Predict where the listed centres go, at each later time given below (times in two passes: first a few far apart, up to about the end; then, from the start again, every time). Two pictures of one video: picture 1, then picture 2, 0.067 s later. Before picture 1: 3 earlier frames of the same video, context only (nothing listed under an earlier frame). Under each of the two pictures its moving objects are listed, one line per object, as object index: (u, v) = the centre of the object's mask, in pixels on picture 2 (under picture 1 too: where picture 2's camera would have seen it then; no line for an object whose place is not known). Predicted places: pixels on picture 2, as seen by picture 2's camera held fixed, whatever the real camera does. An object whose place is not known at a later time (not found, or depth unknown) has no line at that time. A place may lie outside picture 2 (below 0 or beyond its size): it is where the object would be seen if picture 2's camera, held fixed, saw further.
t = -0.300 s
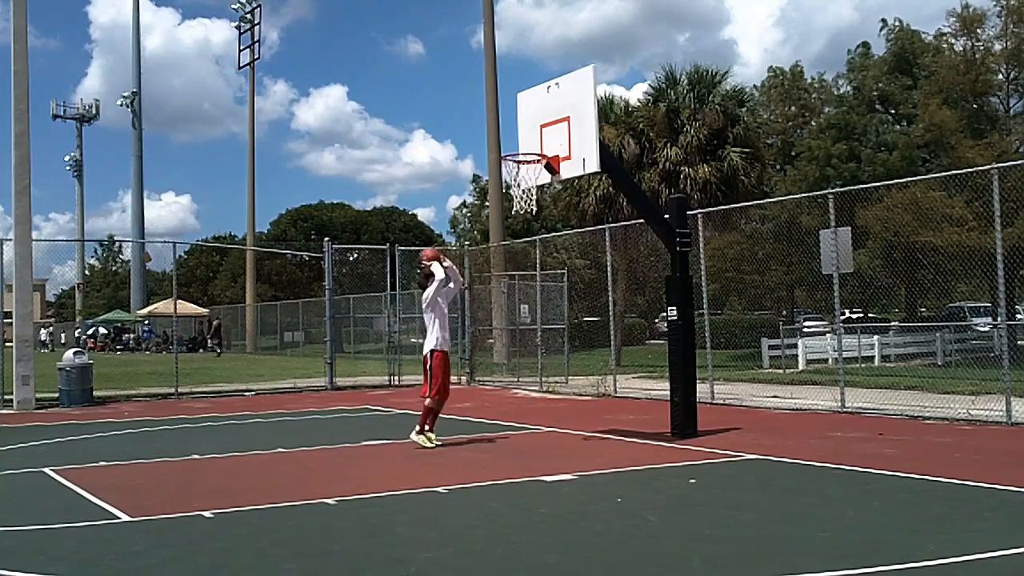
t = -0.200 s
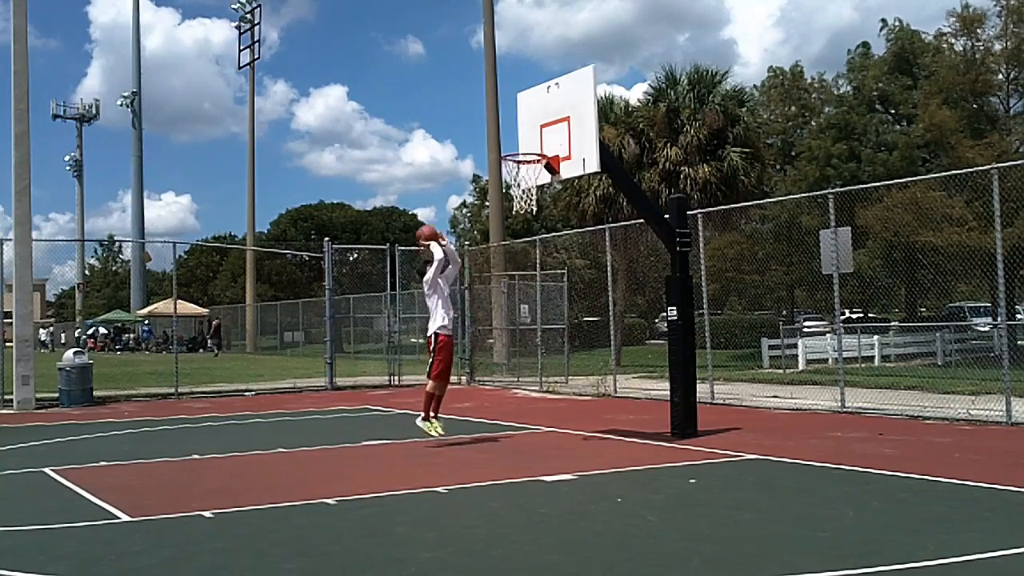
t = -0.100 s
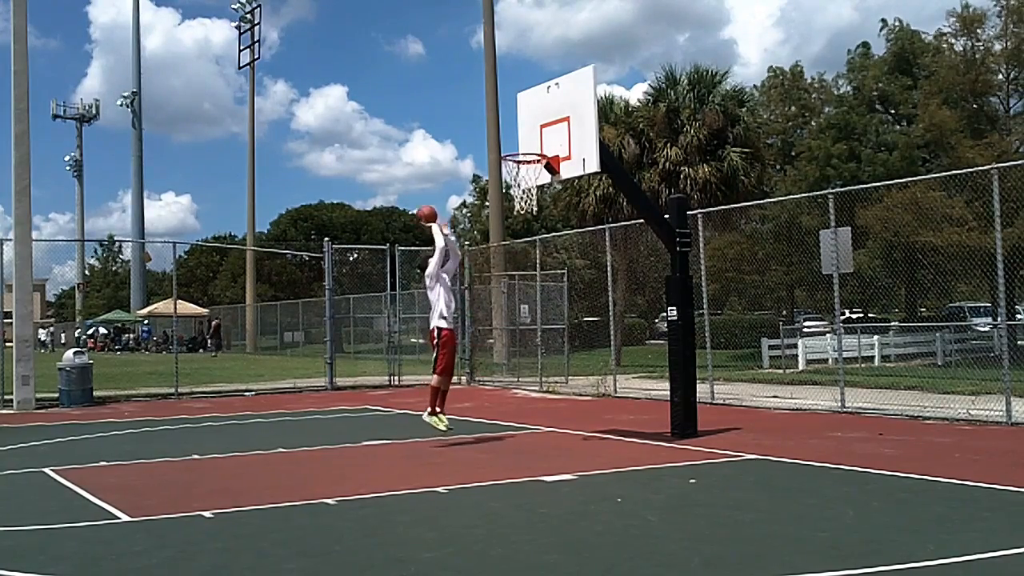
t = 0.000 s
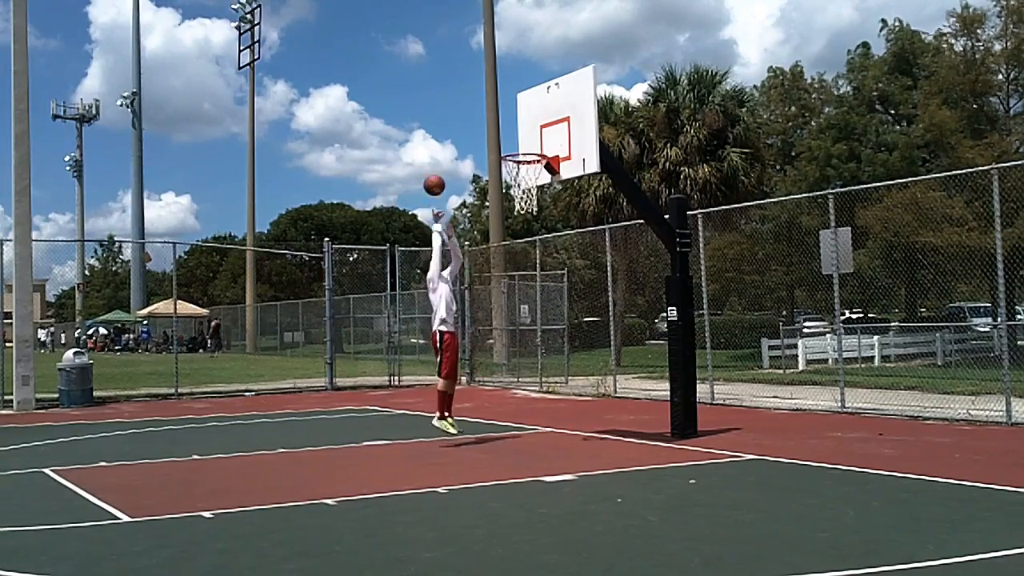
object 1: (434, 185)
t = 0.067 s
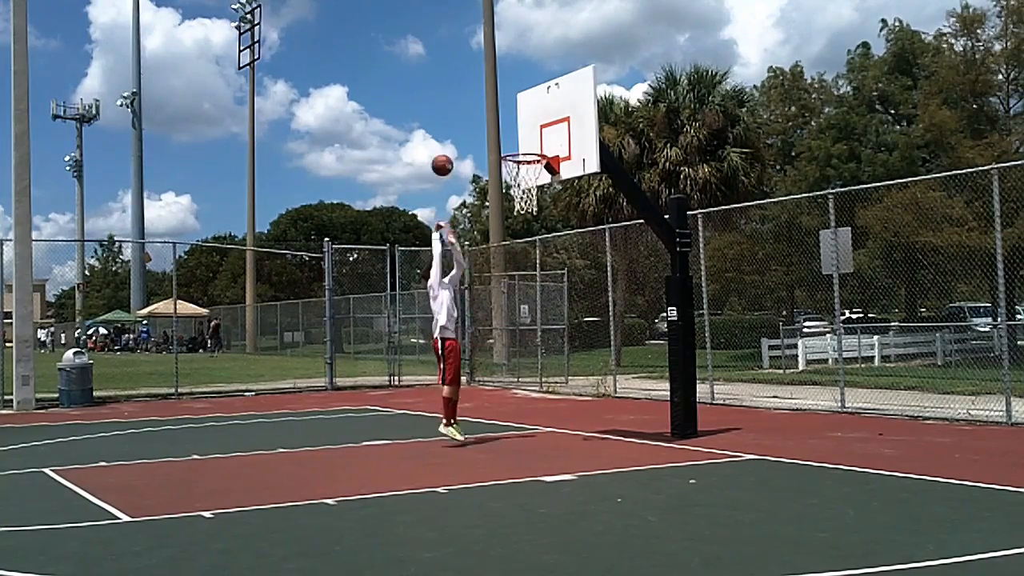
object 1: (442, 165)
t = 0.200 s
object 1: (458, 138)
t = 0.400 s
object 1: (484, 125)
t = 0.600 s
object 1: (512, 147)
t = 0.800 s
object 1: (535, 192)
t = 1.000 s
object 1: (546, 244)
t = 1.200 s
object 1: (560, 334)
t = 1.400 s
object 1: (570, 424)
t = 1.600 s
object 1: (564, 335)
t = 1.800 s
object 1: (558, 283)
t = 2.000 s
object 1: (553, 270)
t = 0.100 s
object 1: (446, 156)
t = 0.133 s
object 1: (450, 149)
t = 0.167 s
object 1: (454, 143)
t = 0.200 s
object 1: (458, 138)
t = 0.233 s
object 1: (462, 133)
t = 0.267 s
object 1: (467, 129)
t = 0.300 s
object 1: (471, 126)
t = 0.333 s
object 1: (475, 125)
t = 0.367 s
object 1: (480, 125)
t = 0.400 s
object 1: (484, 125)
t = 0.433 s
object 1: (489, 126)
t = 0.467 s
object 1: (494, 129)
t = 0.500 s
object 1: (498, 132)
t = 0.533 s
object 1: (503, 137)
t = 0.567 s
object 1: (508, 143)
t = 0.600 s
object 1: (512, 147)
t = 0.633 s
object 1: (516, 157)
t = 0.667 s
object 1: (522, 166)
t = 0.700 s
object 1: (526, 174)
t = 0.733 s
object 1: (529, 182)
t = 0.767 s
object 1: (531, 187)
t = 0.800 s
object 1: (535, 192)
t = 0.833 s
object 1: (537, 200)
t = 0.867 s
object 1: (539, 206)
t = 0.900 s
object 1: (540, 213)
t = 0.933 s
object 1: (542, 221)
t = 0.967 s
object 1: (544, 232)
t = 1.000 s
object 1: (546, 244)
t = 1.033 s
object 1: (549, 255)
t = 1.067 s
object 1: (550, 269)
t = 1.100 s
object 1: (553, 284)
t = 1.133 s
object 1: (554, 299)
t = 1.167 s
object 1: (557, 316)
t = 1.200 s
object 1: (560, 334)
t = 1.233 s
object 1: (561, 352)
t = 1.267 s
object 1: (564, 372)
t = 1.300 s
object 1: (566, 393)
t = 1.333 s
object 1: (568, 415)
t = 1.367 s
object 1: (571, 439)
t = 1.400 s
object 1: (570, 424)
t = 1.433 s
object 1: (568, 407)
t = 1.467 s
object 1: (567, 390)
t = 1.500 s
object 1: (566, 374)
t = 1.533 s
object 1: (565, 359)
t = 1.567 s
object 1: (564, 346)
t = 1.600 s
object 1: (564, 335)
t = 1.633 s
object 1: (563, 323)
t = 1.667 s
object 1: (560, 312)
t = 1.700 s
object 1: (560, 304)
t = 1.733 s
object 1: (560, 296)
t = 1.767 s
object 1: (559, 289)
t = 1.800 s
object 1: (558, 283)
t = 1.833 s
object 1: (557, 279)
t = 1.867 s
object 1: (557, 275)
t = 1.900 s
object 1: (555, 272)
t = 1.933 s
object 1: (554, 270)
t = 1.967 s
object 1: (553, 269)
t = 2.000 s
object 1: (553, 270)
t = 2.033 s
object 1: (553, 271)
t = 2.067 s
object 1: (553, 272)
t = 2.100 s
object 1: (552, 276)
